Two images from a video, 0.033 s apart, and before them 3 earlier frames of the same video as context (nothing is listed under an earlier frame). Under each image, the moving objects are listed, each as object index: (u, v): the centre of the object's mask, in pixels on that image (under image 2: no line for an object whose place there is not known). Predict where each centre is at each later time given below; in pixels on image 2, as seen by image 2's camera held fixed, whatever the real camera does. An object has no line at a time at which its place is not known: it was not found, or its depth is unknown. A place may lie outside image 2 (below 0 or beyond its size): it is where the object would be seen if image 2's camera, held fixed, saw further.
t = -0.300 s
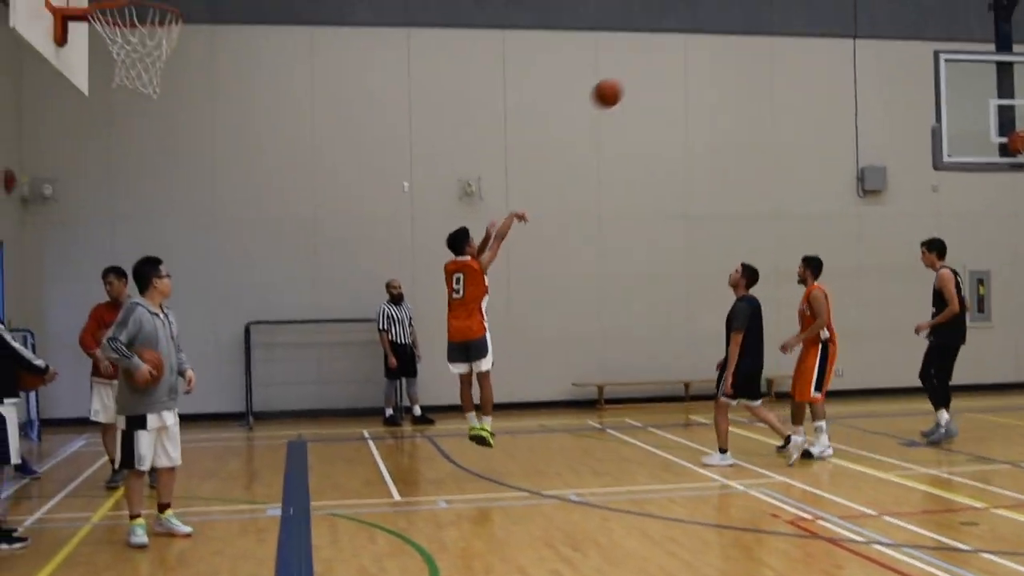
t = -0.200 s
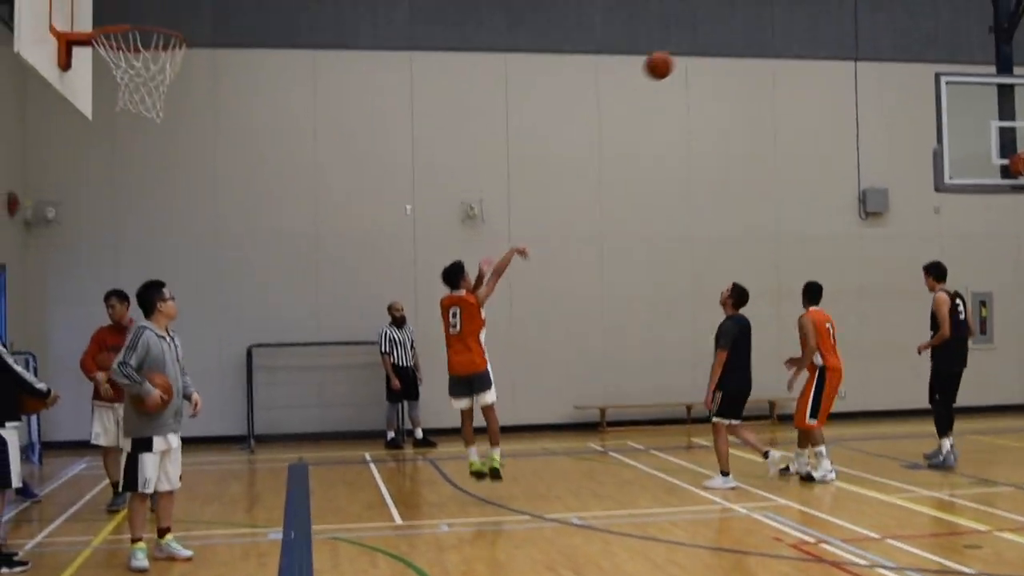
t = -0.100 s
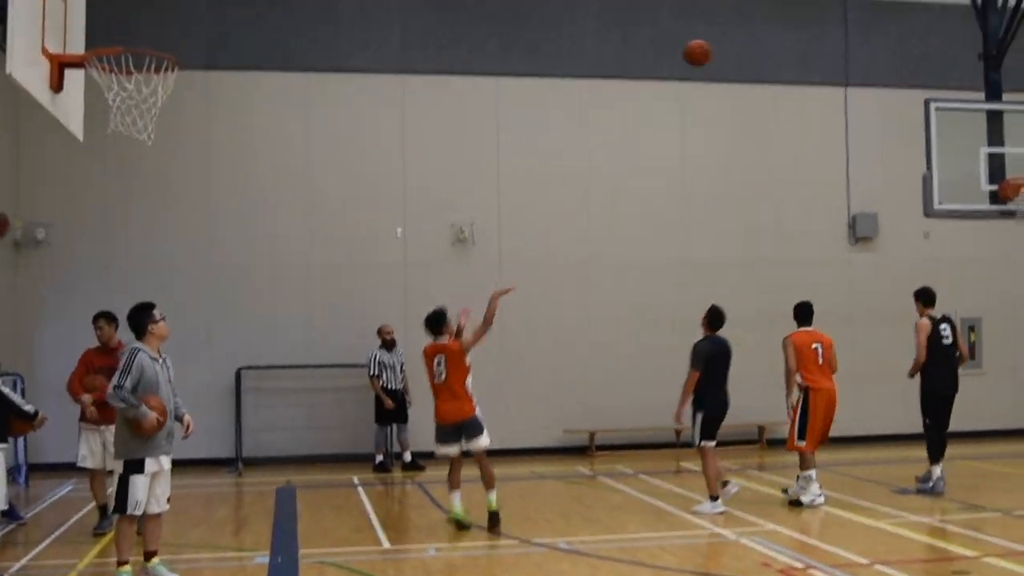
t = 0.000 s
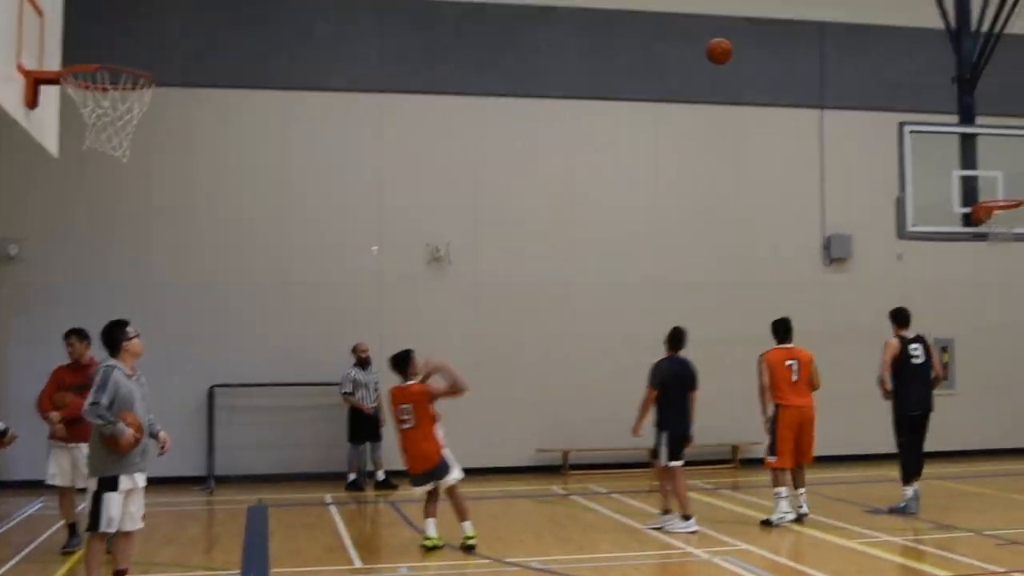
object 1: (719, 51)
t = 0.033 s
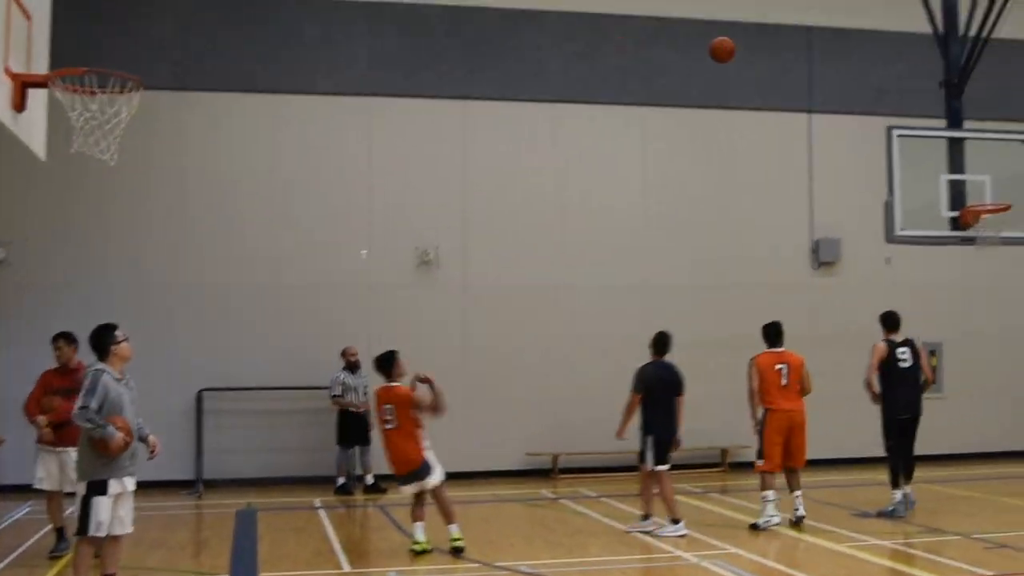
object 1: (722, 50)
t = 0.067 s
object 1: (738, 45)
